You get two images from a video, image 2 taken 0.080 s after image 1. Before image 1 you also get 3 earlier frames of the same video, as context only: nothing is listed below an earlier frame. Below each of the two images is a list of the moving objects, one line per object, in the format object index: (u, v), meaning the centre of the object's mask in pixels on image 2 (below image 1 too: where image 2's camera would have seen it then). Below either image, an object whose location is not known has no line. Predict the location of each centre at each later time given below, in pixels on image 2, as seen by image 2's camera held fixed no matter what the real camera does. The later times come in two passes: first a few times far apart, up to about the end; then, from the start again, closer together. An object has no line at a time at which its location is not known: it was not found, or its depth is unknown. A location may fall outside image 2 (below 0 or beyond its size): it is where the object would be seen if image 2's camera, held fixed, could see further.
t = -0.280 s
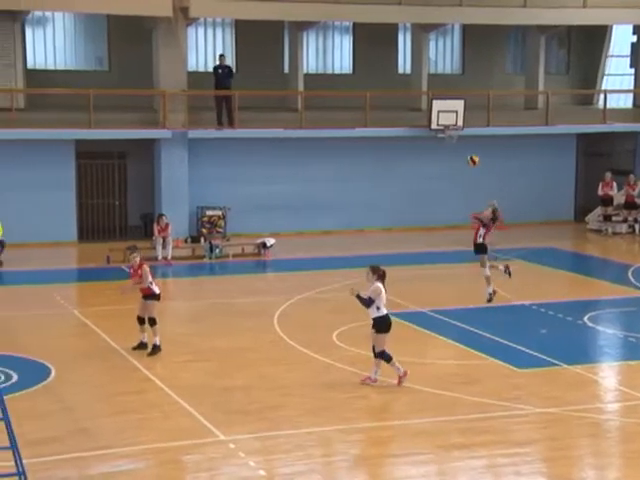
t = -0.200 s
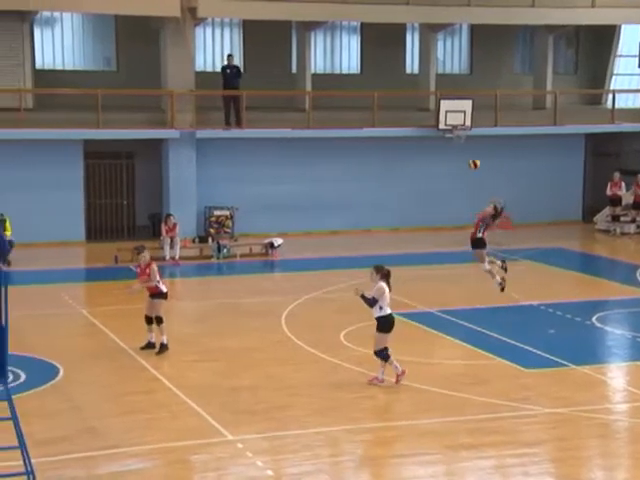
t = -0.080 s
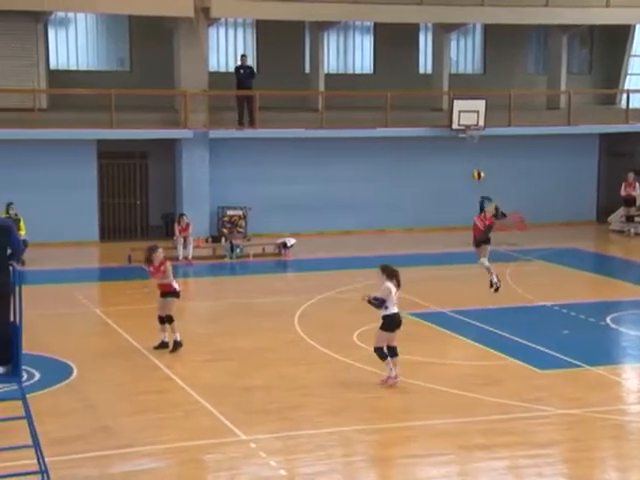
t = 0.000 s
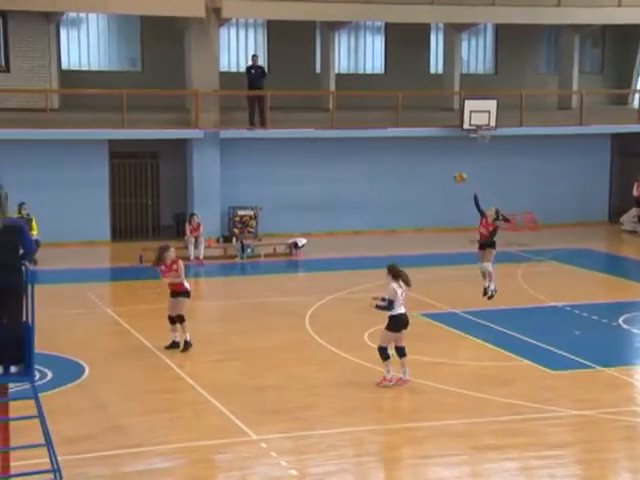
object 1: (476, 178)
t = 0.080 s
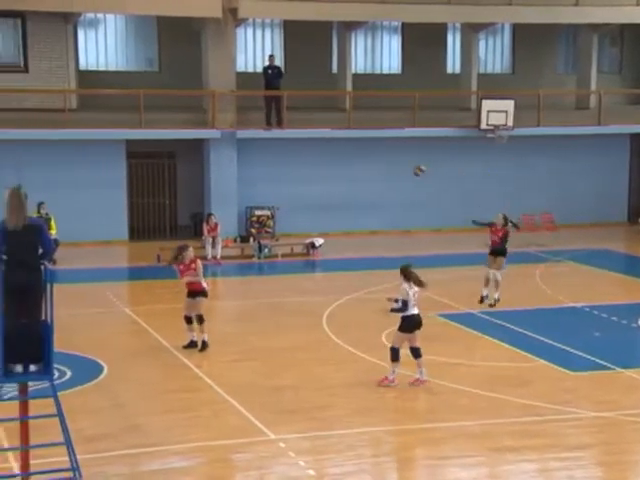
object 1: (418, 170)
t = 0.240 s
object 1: (289, 165)
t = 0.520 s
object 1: (9, 193)
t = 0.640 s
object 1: (-138, 226)
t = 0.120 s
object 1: (387, 167)
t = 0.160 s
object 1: (355, 166)
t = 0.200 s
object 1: (323, 165)
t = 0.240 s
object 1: (289, 165)
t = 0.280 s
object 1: (254, 165)
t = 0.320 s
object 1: (217, 166)
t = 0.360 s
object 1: (179, 169)
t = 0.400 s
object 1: (141, 172)
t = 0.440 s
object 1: (99, 178)
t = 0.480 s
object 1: (57, 185)
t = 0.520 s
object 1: (9, 193)
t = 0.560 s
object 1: (-36, 204)
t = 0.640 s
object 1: (-138, 226)
